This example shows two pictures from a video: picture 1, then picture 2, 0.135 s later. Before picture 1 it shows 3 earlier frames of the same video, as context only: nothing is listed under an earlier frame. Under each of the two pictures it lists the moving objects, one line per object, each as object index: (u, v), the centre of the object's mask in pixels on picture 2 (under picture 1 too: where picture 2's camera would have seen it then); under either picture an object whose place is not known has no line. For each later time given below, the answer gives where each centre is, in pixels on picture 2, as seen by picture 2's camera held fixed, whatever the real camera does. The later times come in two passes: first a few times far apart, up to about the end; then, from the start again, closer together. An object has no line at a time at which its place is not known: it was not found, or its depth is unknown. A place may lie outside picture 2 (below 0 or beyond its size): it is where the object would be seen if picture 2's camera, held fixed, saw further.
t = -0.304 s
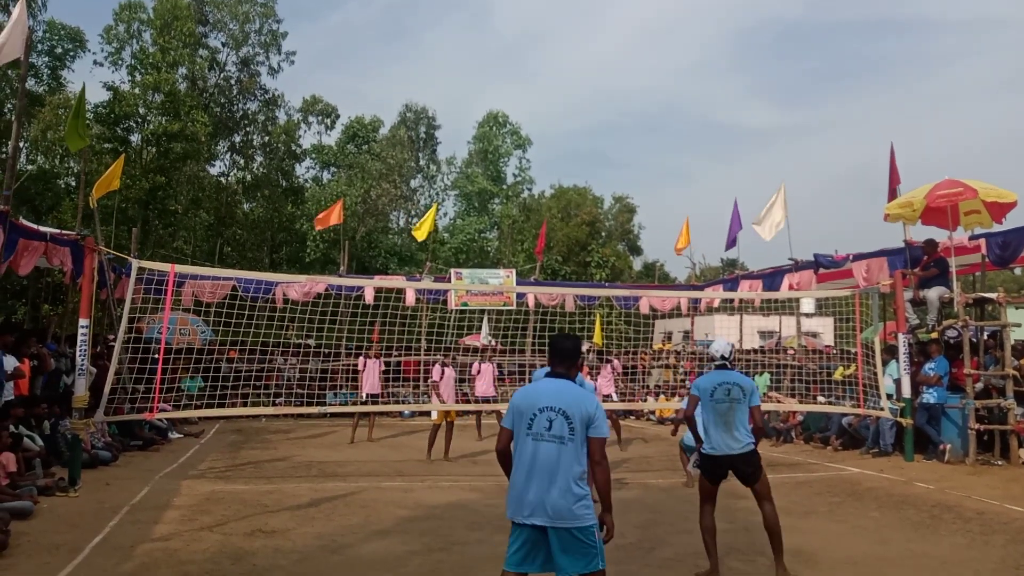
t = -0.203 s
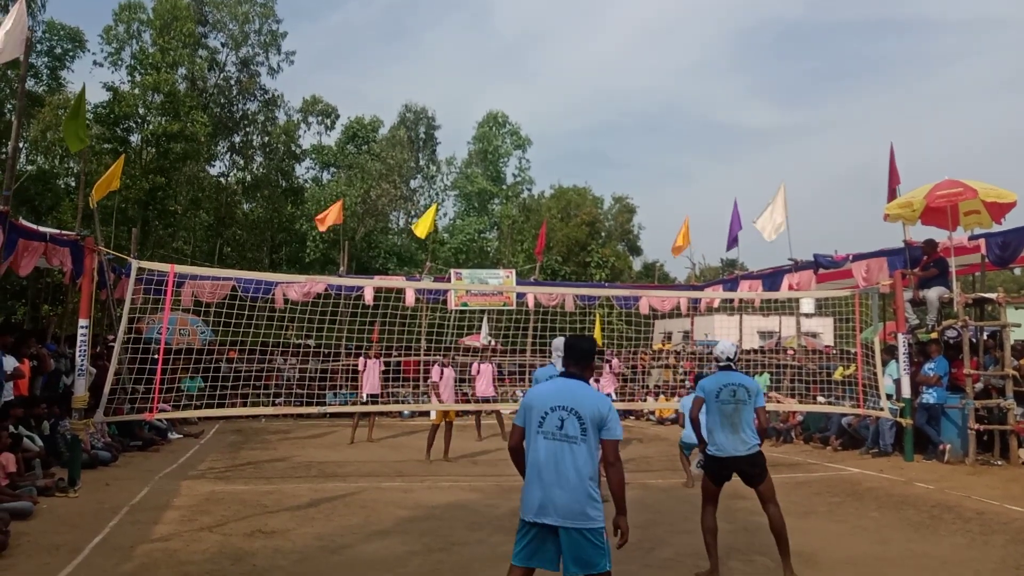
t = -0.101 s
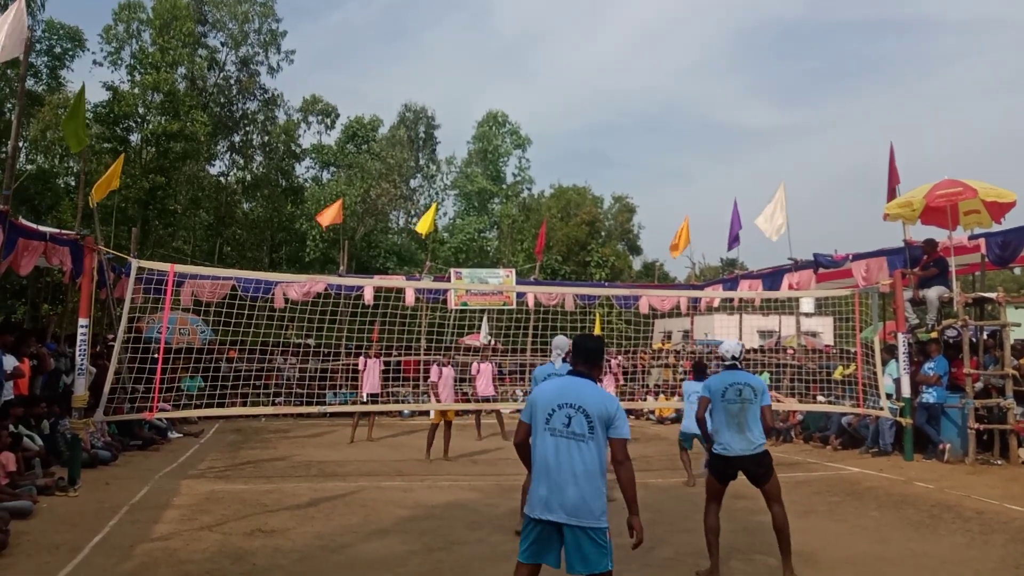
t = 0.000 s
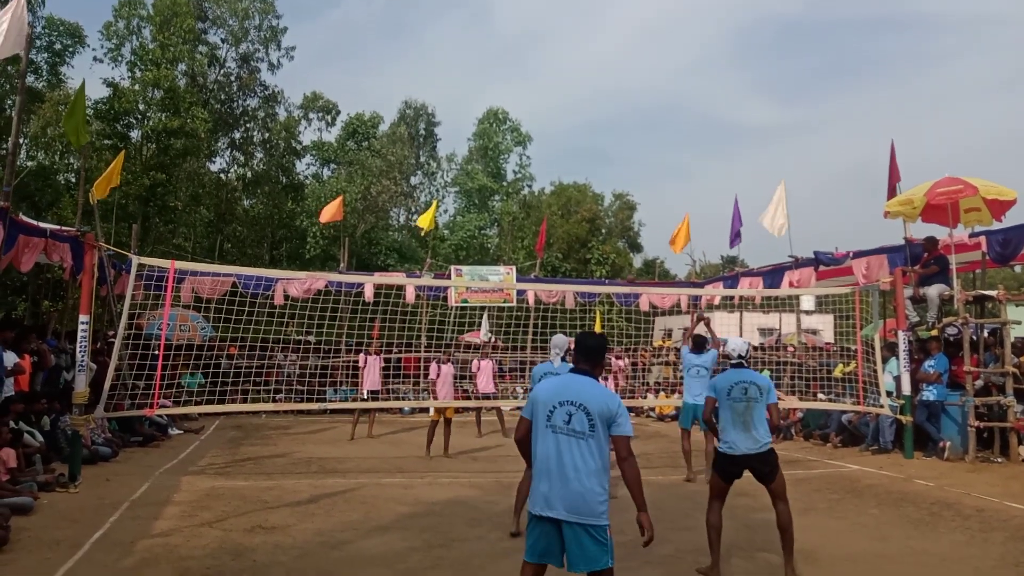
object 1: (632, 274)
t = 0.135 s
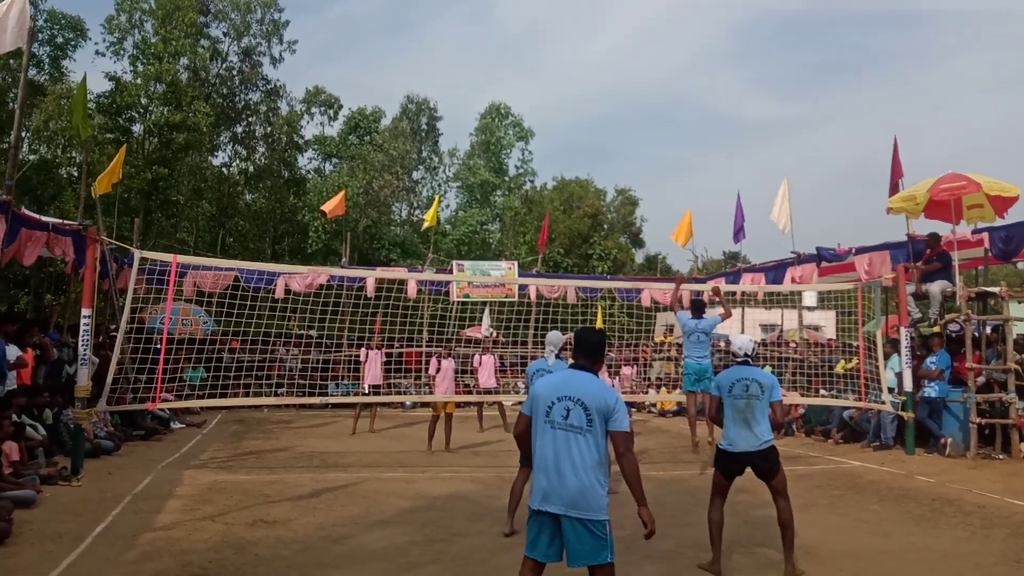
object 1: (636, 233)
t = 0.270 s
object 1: (640, 193)
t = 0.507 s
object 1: (648, 142)
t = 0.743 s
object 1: (657, 118)
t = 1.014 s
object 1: (672, 147)
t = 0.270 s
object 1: (640, 193)
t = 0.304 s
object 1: (641, 184)
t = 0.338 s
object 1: (642, 176)
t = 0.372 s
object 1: (643, 168)
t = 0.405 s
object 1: (644, 161)
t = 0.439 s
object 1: (646, 154)
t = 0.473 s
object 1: (647, 148)
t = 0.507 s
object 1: (648, 142)
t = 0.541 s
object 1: (649, 137)
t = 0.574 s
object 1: (650, 132)
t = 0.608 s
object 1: (652, 128)
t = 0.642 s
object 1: (653, 124)
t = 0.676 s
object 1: (654, 122)
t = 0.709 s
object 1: (656, 120)
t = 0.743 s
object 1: (657, 118)
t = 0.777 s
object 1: (659, 118)
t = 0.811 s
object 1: (660, 119)
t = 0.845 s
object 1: (662, 121)
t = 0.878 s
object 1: (664, 123)
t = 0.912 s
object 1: (665, 127)
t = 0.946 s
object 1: (667, 133)
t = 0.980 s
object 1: (669, 139)
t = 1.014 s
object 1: (672, 147)
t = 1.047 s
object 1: (674, 157)
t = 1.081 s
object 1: (677, 168)
